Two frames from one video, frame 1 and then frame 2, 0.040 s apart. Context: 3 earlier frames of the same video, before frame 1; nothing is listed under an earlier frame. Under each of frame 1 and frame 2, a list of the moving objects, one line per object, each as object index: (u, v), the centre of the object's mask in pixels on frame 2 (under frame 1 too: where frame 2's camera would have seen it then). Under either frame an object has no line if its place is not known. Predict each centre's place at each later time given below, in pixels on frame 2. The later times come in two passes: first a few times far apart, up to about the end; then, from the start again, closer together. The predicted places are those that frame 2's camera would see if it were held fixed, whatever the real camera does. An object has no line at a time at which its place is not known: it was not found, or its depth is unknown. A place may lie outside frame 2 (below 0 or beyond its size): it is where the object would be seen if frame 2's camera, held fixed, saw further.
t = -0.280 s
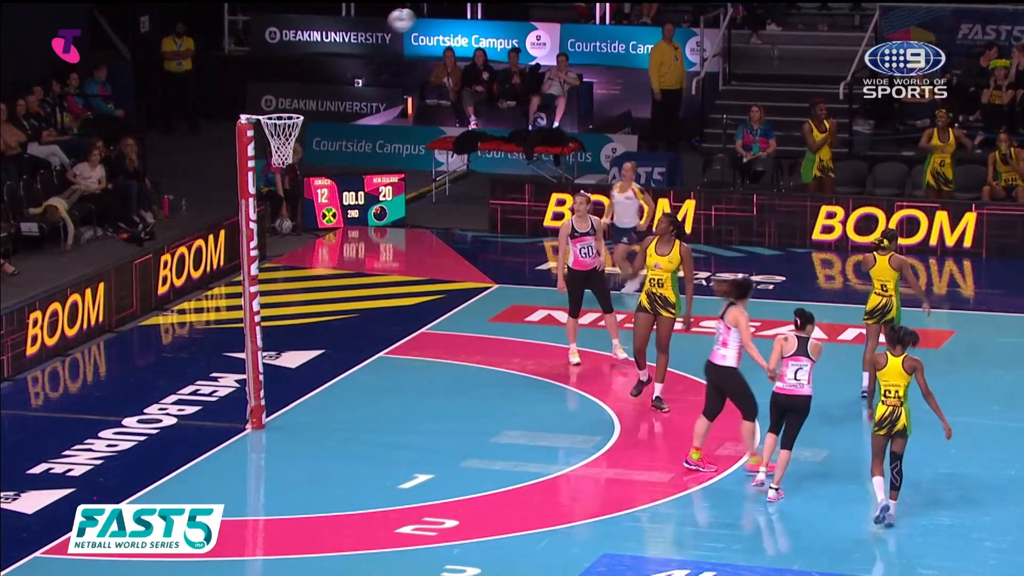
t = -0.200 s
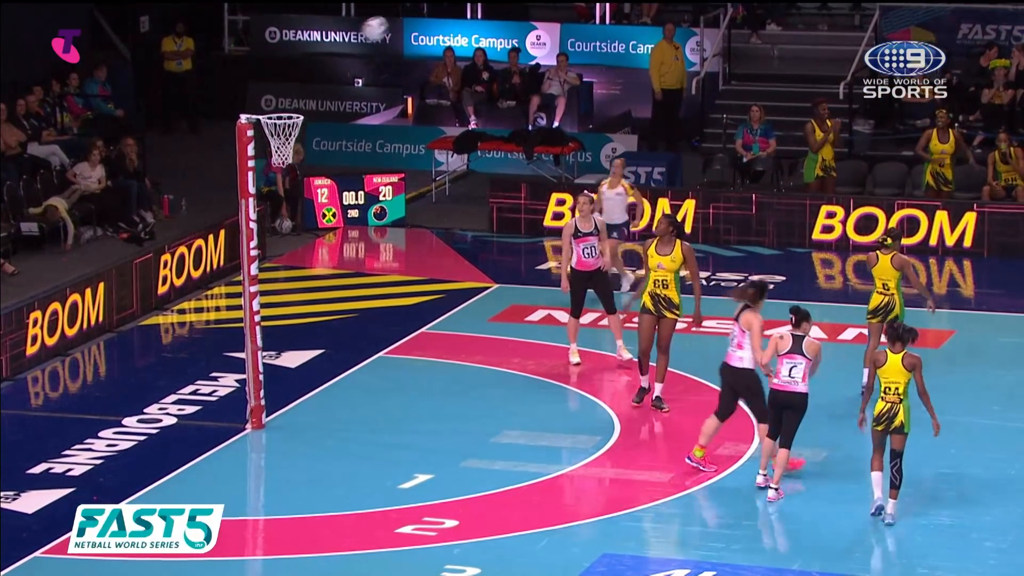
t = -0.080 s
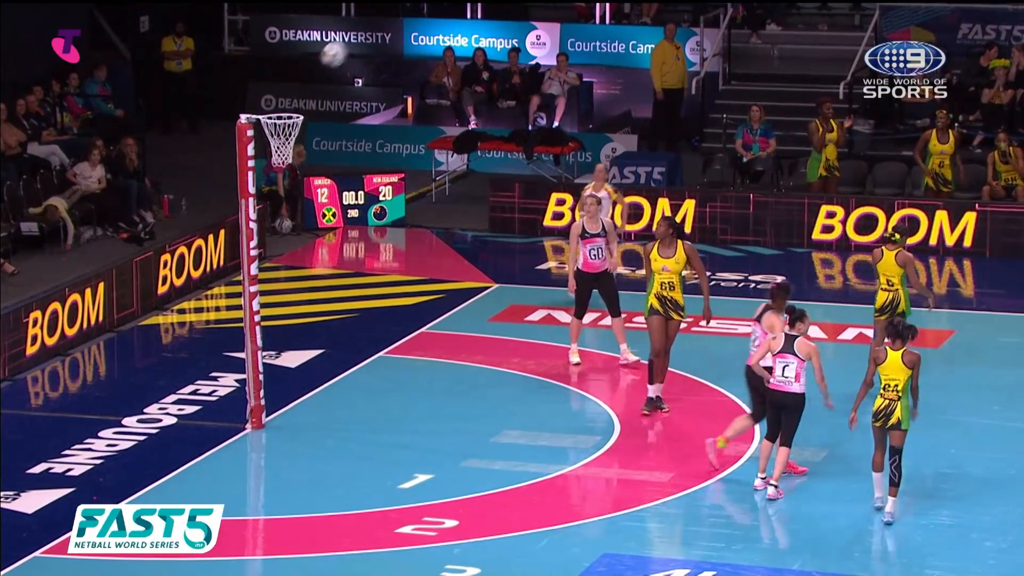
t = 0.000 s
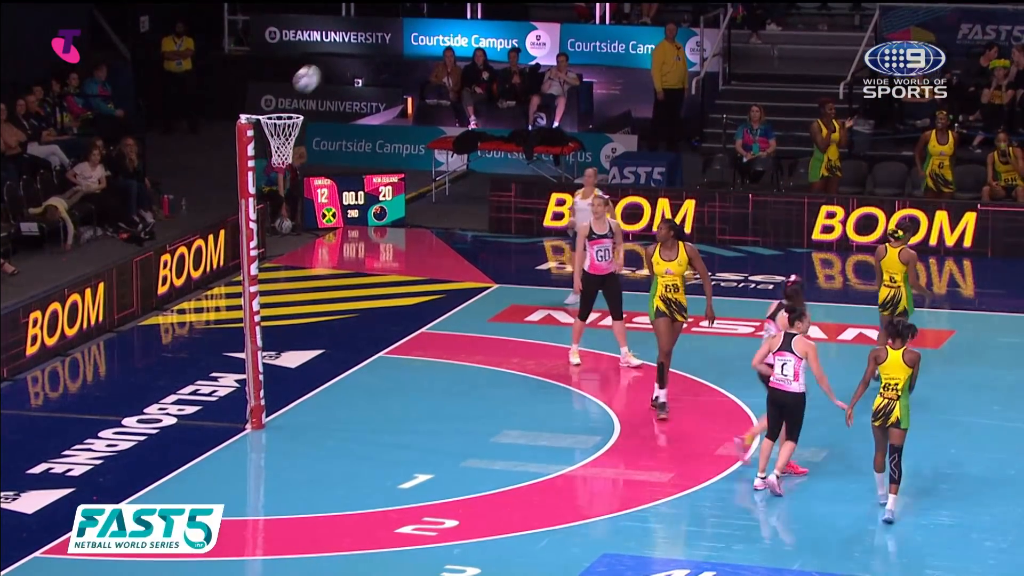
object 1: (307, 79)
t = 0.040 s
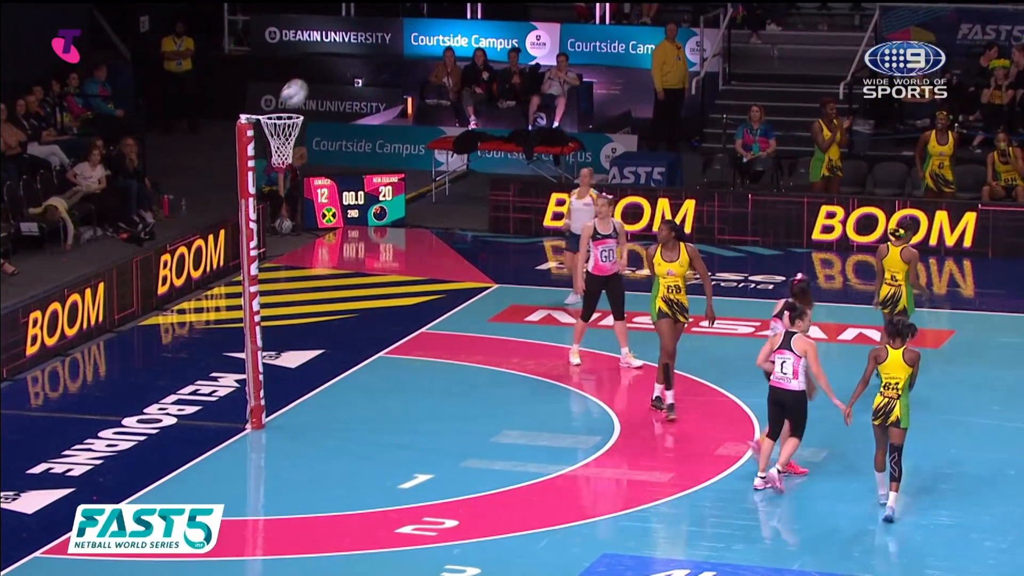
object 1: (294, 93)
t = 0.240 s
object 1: (248, 123)
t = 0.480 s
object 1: (203, 187)
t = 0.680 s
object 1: (163, 287)
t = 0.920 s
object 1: (120, 458)
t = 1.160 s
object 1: (83, 369)
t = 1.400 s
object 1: (47, 308)
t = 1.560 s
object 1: (21, 302)
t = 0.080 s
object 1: (282, 108)
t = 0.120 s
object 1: (272, 112)
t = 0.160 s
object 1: (264, 115)
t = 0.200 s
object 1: (256, 118)
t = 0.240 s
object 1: (248, 123)
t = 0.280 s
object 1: (241, 130)
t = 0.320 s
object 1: (233, 138)
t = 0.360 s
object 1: (225, 148)
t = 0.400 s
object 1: (218, 159)
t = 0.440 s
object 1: (211, 172)
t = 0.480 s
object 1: (203, 187)
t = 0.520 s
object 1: (195, 203)
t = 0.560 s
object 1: (187, 221)
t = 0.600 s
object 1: (180, 239)
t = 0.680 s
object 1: (163, 287)
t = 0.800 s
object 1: (143, 363)
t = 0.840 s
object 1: (135, 392)
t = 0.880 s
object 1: (128, 420)
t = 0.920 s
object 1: (120, 458)
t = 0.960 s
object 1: (112, 469)
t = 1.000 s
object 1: (107, 445)
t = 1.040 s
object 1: (101, 423)
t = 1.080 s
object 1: (95, 404)
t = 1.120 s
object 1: (90, 387)
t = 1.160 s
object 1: (83, 369)
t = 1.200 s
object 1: (77, 355)
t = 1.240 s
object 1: (72, 343)
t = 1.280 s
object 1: (65, 332)
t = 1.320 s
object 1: (59, 322)
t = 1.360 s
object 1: (52, 314)
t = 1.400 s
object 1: (47, 308)
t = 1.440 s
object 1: (41, 304)
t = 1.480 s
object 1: (33, 302)
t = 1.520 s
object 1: (29, 300)
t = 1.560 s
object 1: (21, 302)
